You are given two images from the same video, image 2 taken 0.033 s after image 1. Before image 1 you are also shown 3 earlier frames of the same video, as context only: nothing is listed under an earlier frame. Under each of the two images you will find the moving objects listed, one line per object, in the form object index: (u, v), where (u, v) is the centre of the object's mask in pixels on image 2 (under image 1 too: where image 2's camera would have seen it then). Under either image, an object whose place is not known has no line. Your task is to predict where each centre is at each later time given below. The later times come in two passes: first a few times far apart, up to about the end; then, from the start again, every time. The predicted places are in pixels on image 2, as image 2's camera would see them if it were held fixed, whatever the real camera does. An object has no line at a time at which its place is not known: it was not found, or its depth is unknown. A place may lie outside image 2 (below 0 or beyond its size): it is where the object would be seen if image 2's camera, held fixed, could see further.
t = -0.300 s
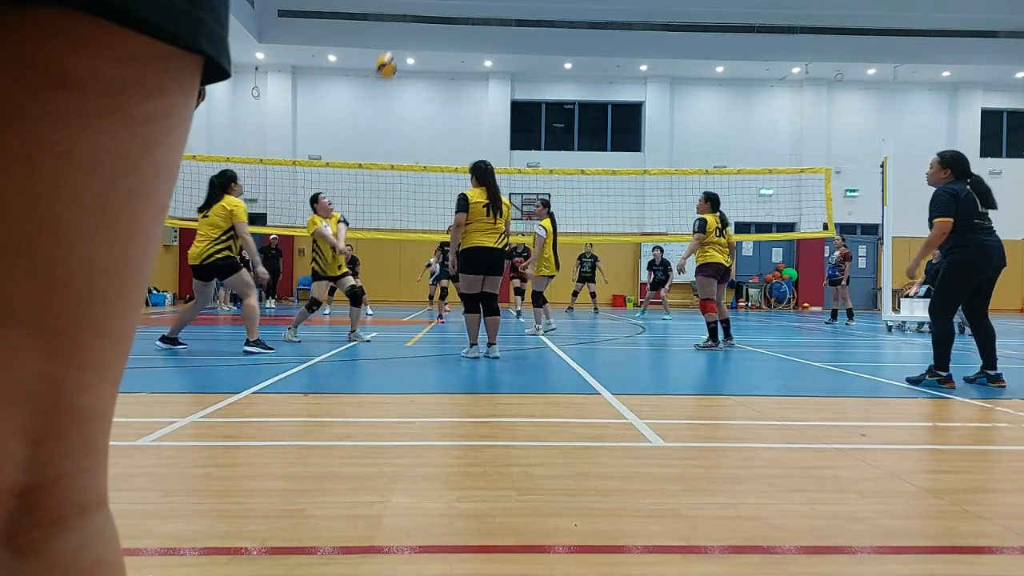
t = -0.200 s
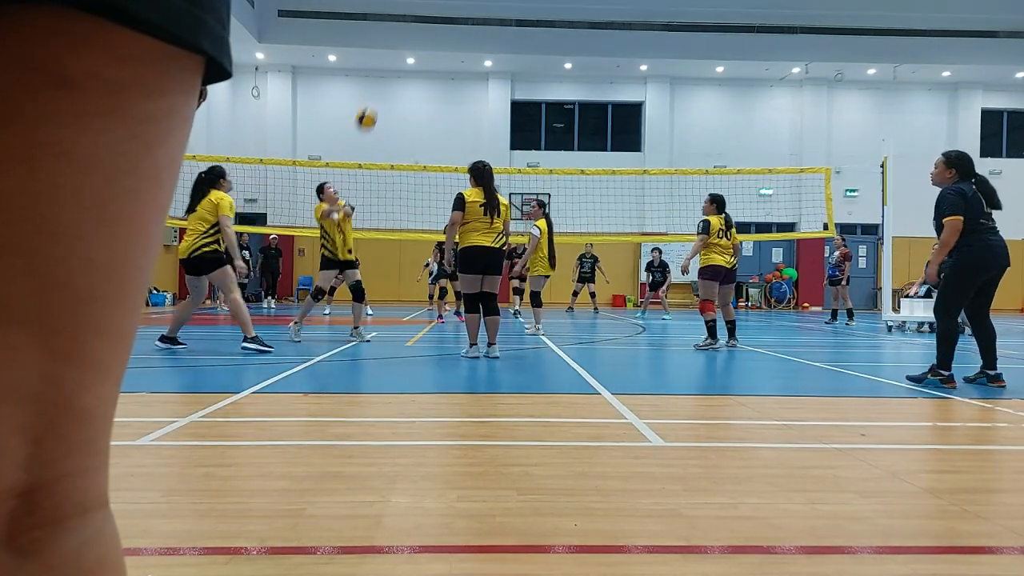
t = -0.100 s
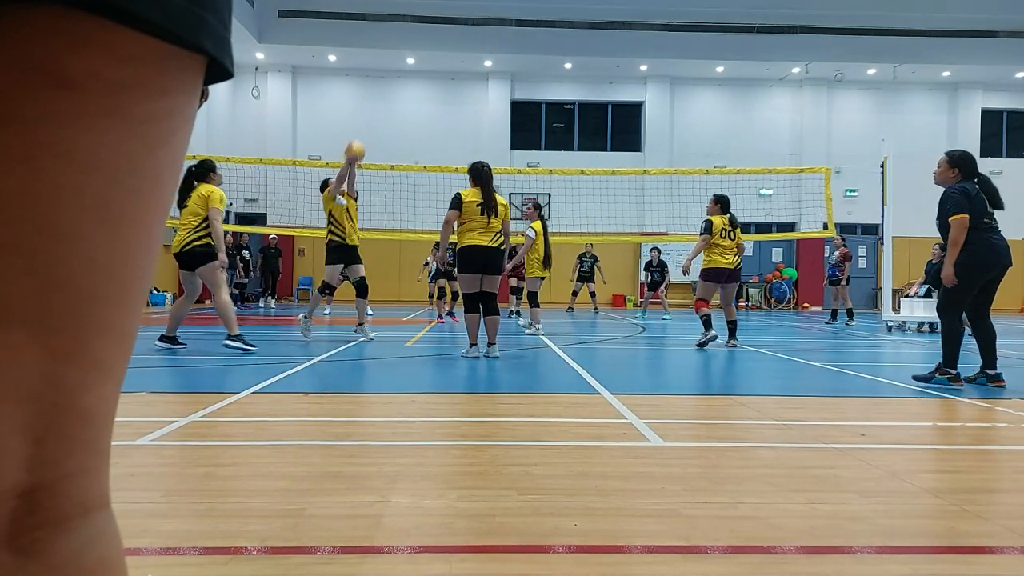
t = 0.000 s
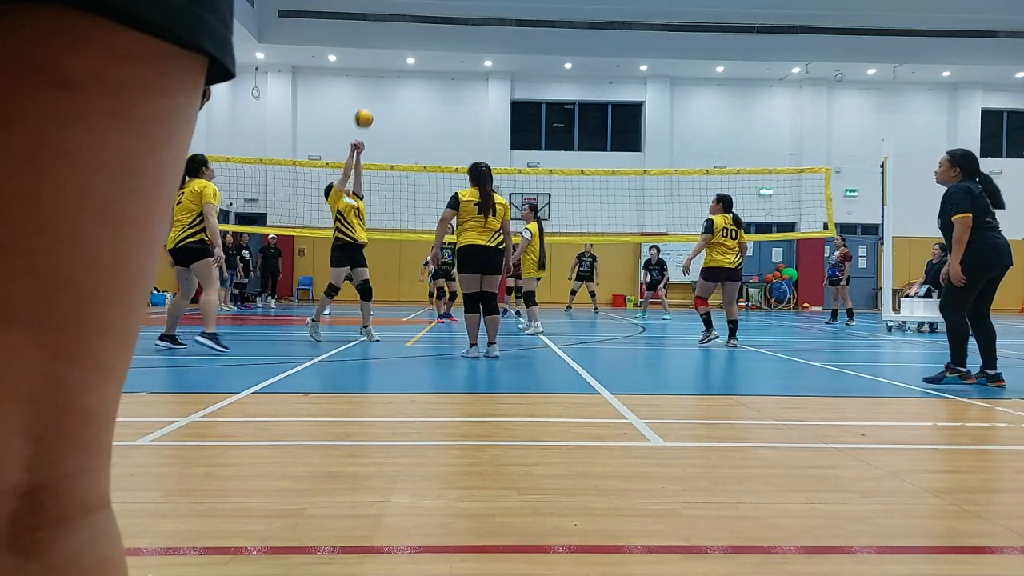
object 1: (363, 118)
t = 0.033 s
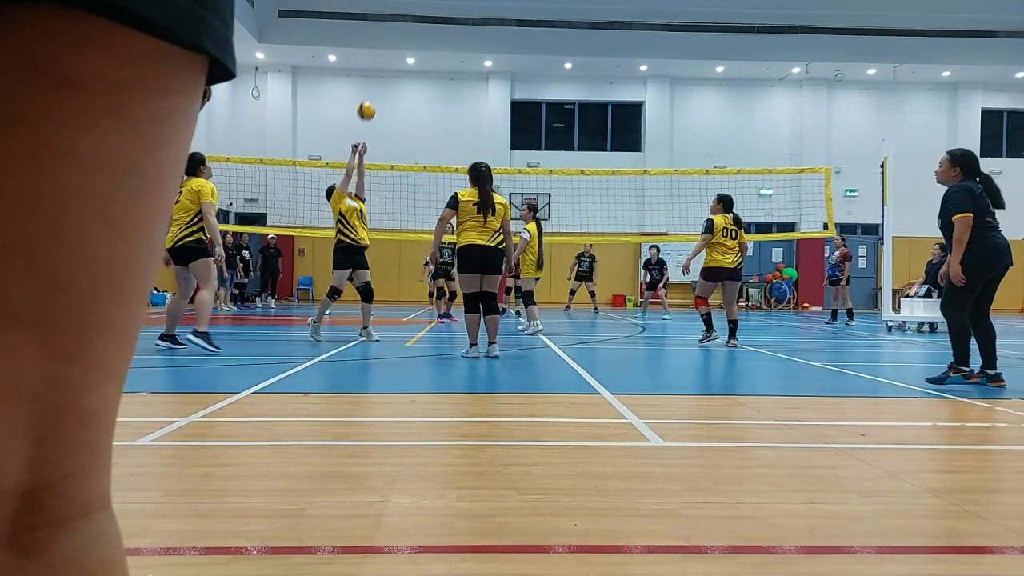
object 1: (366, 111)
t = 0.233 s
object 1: (378, 92)
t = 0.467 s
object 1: (389, 109)
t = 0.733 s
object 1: (399, 160)
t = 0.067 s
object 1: (368, 104)
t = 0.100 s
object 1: (371, 99)
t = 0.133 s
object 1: (373, 96)
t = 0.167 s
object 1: (375, 93)
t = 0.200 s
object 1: (377, 92)
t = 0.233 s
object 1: (378, 92)
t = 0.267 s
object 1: (380, 92)
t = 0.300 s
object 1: (382, 93)
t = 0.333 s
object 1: (383, 95)
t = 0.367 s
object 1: (385, 97)
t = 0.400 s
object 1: (386, 101)
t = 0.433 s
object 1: (388, 105)
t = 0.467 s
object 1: (389, 109)
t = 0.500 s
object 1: (390, 114)
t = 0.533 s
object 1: (392, 120)
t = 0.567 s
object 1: (392, 126)
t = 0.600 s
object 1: (394, 133)
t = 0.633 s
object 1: (395, 140)
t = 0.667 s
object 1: (396, 147)
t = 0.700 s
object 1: (397, 154)
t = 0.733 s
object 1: (399, 160)
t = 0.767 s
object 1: (399, 173)
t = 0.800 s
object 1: (401, 179)
